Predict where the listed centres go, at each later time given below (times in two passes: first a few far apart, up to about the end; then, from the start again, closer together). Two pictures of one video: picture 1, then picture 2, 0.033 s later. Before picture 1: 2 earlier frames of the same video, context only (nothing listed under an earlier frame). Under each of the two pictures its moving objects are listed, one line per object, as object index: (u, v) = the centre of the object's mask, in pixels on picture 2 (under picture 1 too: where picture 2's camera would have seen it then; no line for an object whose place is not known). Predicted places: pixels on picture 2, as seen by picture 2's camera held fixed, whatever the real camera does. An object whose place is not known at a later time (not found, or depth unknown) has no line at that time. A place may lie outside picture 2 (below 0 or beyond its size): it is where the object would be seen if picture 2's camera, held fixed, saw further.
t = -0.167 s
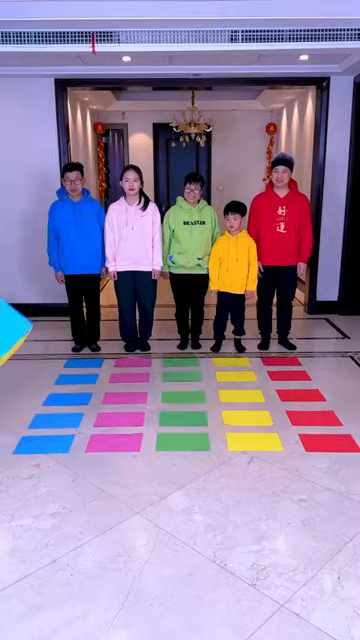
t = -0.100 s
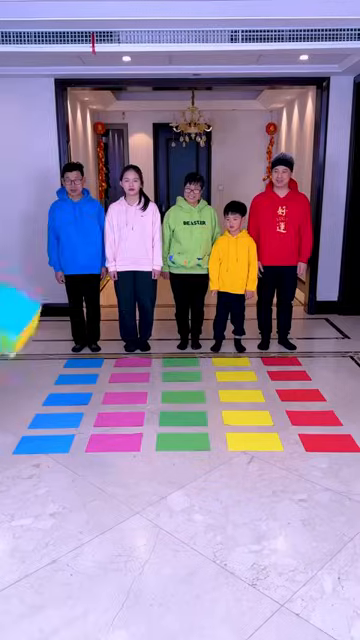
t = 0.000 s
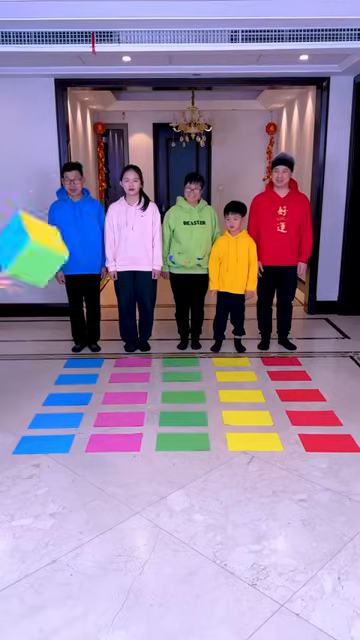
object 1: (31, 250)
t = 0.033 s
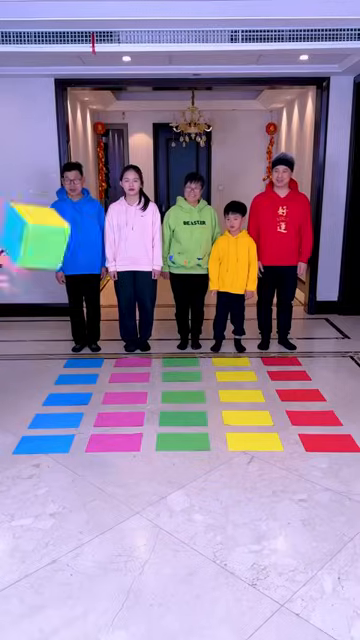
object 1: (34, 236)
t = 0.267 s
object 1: (77, 212)
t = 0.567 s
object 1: (138, 371)
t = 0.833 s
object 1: (159, 457)
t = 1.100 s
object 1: (151, 474)
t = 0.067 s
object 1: (38, 226)
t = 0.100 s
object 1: (46, 213)
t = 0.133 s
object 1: (49, 207)
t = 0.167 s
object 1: (57, 203)
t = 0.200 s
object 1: (62, 203)
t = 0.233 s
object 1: (68, 205)
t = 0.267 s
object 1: (77, 212)
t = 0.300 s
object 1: (83, 219)
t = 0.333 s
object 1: (93, 233)
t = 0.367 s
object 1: (98, 245)
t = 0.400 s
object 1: (104, 259)
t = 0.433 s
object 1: (112, 284)
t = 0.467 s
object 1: (118, 301)
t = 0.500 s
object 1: (127, 329)
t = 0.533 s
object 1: (132, 350)
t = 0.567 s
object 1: (138, 371)
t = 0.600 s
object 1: (146, 405)
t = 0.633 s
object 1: (152, 429)
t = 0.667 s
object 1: (158, 445)
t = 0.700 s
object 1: (158, 445)
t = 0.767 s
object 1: (158, 447)
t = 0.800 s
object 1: (159, 451)
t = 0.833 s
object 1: (159, 457)
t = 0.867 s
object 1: (159, 460)
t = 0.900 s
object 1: (158, 464)
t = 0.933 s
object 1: (157, 465)
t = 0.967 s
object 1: (155, 468)
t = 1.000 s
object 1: (153, 472)
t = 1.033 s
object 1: (152, 474)
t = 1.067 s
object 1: (151, 474)
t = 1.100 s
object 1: (151, 474)
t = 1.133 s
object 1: (150, 474)
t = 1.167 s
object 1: (151, 474)
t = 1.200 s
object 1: (151, 474)
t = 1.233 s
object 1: (151, 474)
